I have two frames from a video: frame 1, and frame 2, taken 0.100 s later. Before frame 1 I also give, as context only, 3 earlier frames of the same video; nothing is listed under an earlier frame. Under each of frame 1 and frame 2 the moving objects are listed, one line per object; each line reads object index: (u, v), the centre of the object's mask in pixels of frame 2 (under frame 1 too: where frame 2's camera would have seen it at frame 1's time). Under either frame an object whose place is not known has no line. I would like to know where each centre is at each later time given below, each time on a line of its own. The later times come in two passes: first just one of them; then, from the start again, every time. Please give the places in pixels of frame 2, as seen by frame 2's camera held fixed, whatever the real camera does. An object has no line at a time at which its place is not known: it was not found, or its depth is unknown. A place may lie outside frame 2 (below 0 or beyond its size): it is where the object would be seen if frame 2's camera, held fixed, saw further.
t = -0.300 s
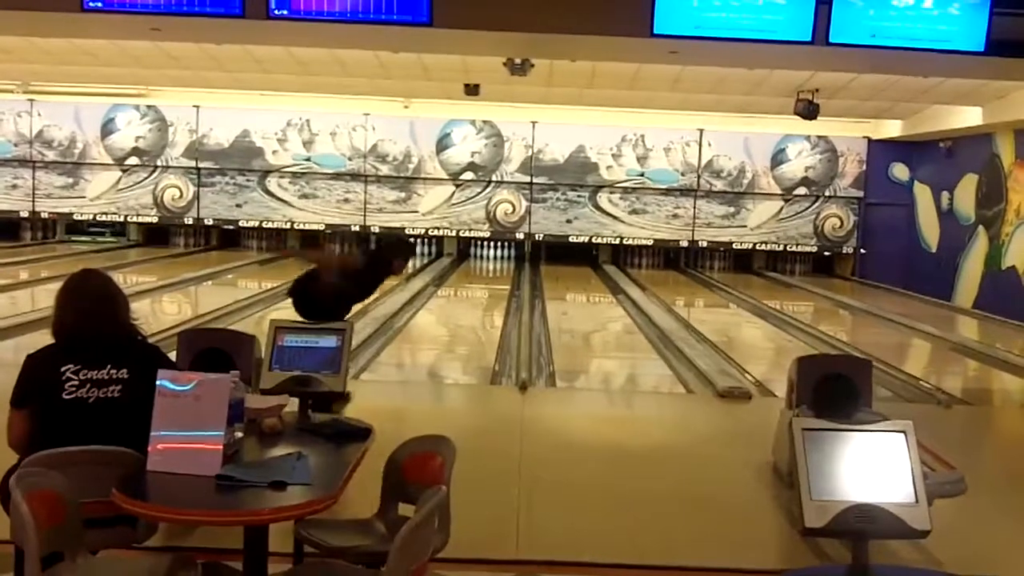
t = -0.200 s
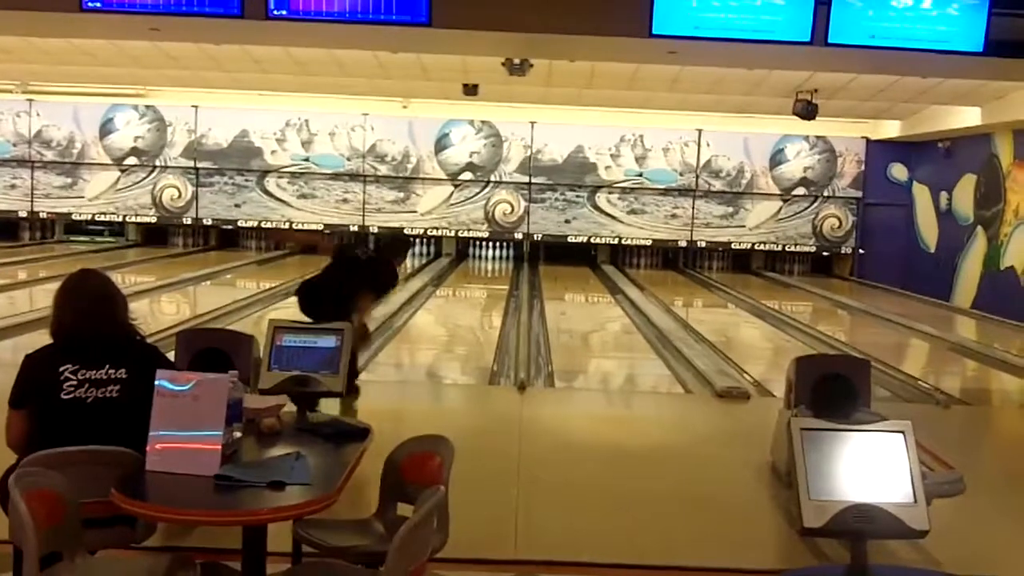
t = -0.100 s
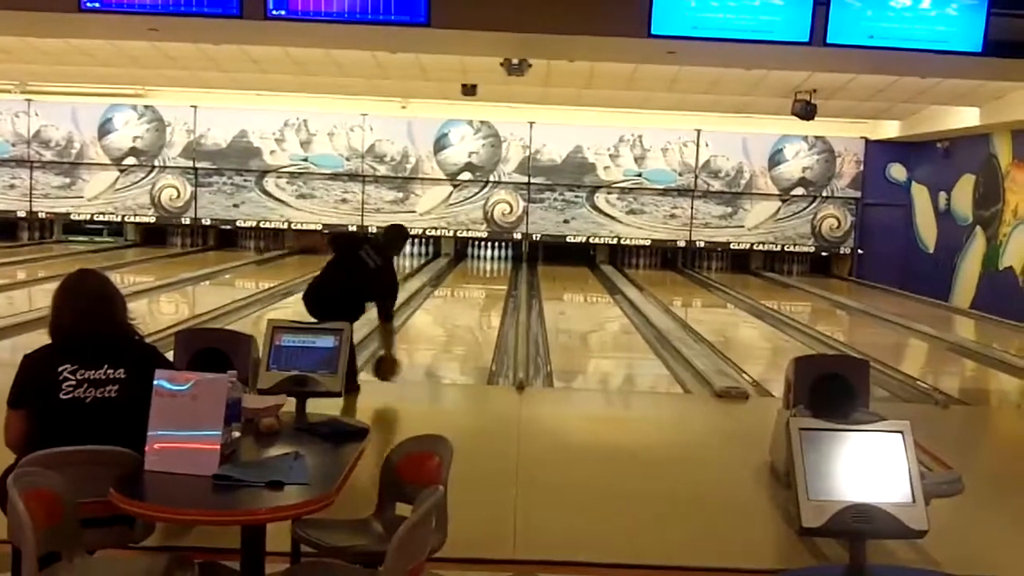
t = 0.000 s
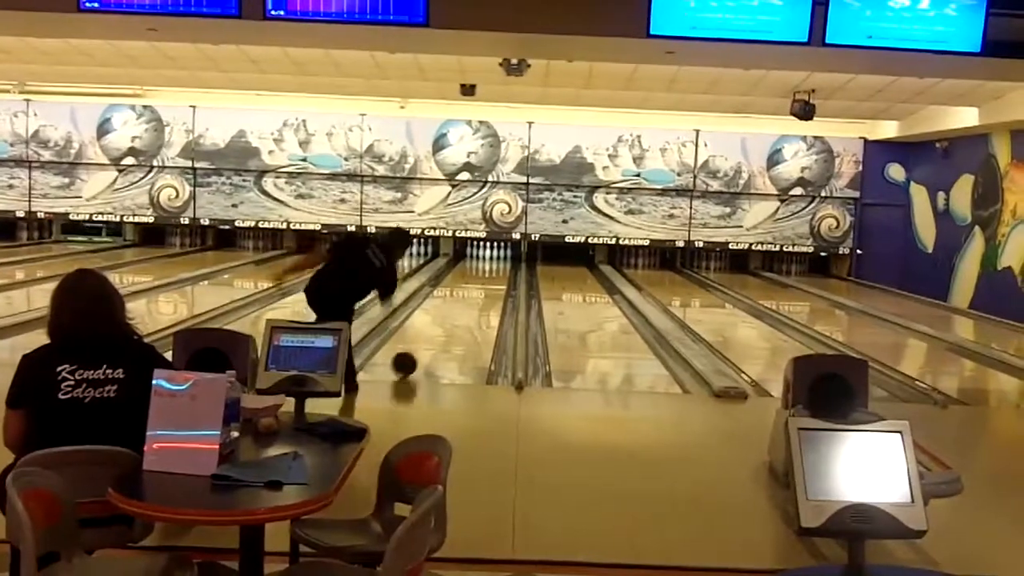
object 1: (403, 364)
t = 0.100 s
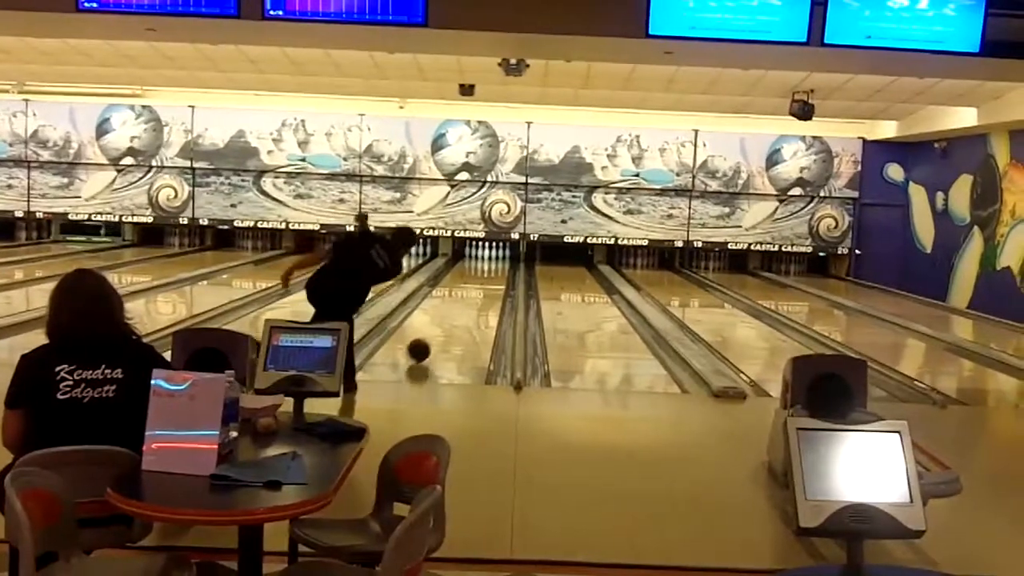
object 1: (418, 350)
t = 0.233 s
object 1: (435, 335)
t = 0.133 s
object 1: (423, 346)
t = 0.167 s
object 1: (427, 343)
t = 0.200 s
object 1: (431, 339)
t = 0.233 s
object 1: (435, 335)
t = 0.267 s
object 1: (439, 332)
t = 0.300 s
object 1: (442, 329)
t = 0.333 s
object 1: (445, 326)
